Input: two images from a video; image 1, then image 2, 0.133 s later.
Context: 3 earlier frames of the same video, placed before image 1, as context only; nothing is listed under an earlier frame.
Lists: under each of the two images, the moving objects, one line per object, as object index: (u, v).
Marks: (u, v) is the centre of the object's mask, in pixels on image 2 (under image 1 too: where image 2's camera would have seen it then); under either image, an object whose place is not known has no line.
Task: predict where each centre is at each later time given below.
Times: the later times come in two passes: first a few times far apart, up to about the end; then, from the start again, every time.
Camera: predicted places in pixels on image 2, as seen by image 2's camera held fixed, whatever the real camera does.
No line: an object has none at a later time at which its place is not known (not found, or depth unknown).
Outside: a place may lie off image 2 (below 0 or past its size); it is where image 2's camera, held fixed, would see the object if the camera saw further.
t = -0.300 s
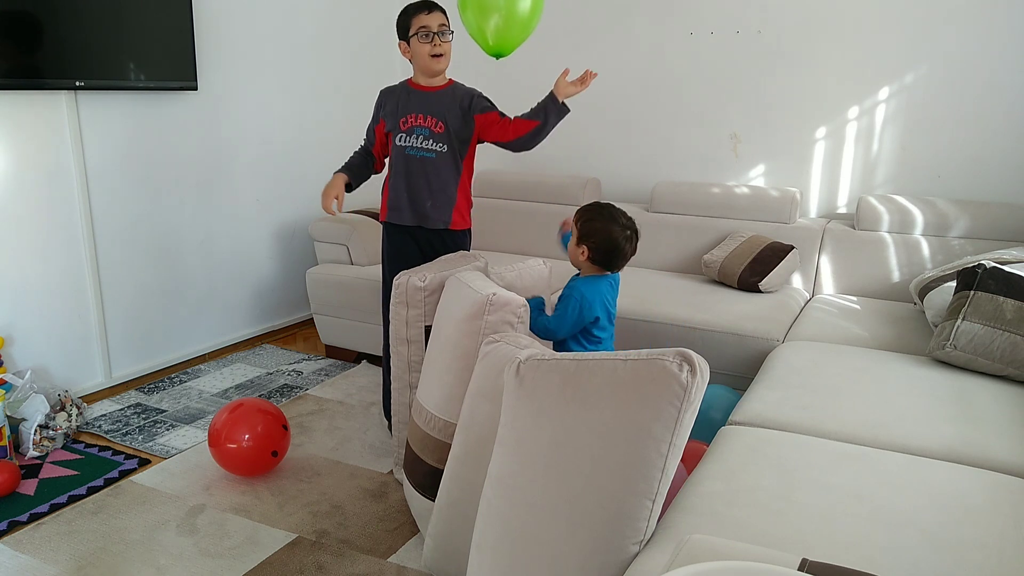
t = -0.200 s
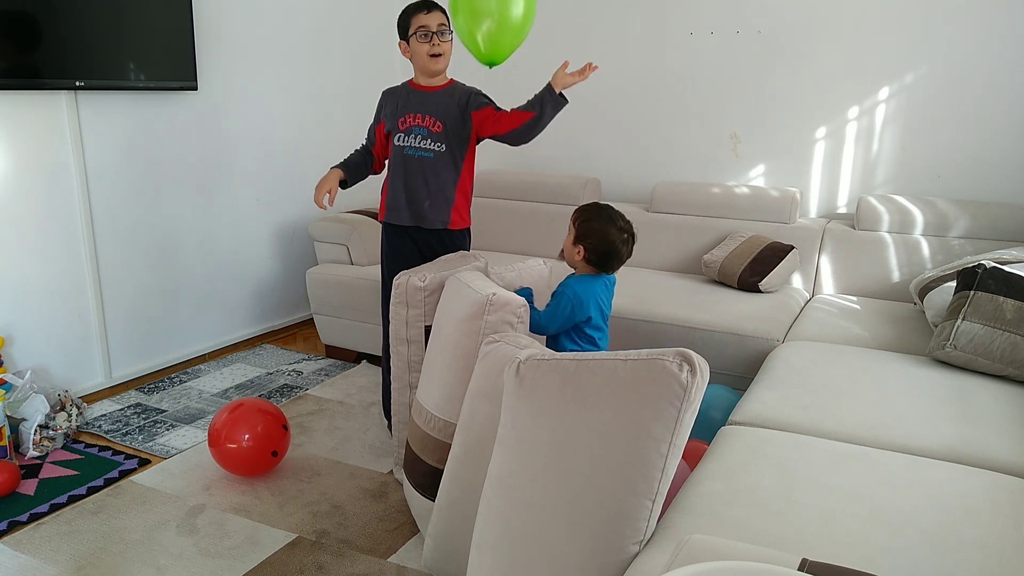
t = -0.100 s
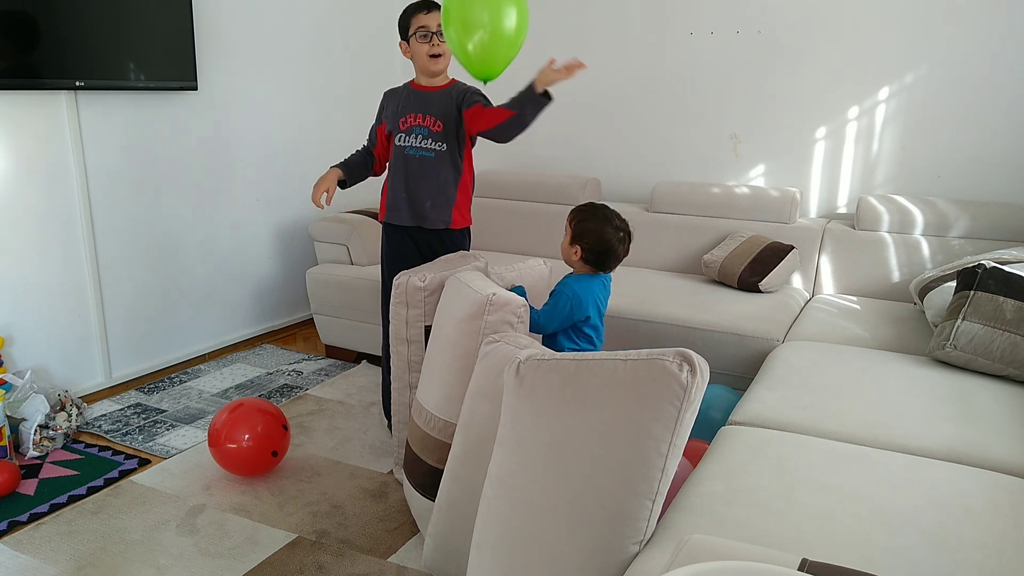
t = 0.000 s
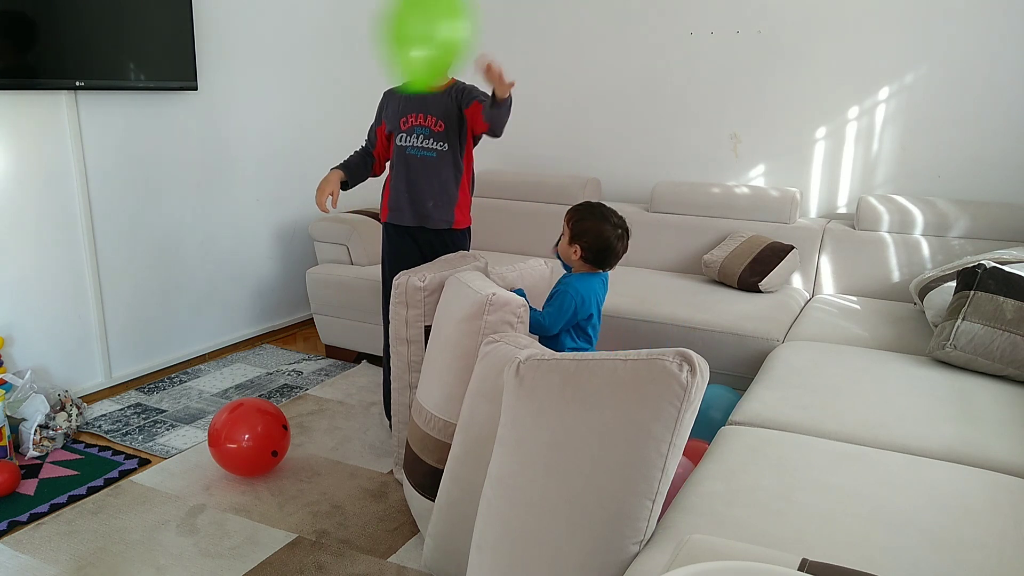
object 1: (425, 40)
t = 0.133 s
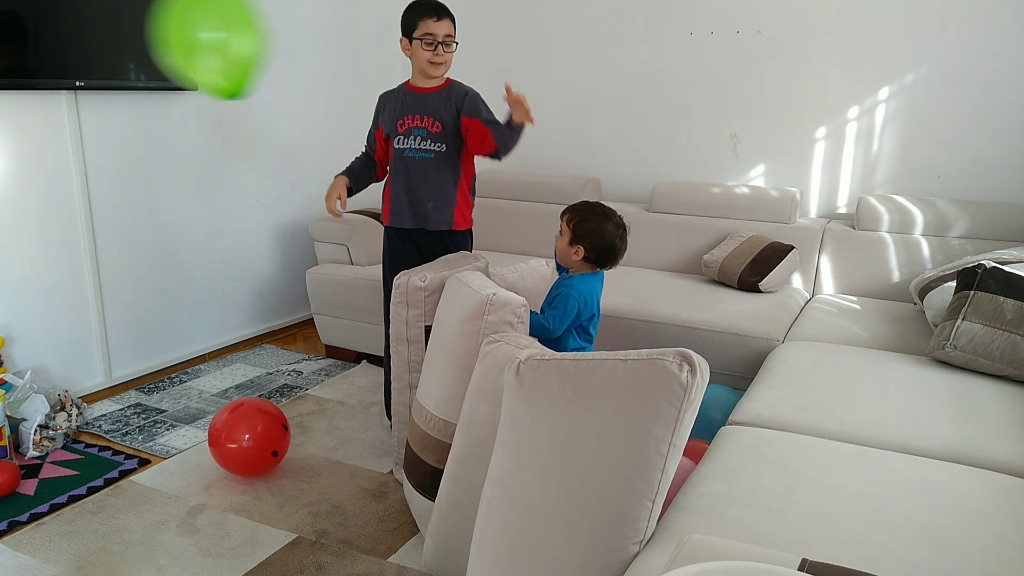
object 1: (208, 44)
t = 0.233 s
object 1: (102, 50)
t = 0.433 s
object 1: (22, 84)
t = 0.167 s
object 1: (167, 46)
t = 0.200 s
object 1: (132, 48)
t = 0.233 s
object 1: (102, 50)
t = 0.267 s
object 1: (77, 54)
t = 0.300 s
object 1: (60, 58)
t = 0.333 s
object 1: (48, 64)
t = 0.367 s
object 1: (38, 70)
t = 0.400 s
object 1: (30, 77)
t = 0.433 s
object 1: (22, 84)
